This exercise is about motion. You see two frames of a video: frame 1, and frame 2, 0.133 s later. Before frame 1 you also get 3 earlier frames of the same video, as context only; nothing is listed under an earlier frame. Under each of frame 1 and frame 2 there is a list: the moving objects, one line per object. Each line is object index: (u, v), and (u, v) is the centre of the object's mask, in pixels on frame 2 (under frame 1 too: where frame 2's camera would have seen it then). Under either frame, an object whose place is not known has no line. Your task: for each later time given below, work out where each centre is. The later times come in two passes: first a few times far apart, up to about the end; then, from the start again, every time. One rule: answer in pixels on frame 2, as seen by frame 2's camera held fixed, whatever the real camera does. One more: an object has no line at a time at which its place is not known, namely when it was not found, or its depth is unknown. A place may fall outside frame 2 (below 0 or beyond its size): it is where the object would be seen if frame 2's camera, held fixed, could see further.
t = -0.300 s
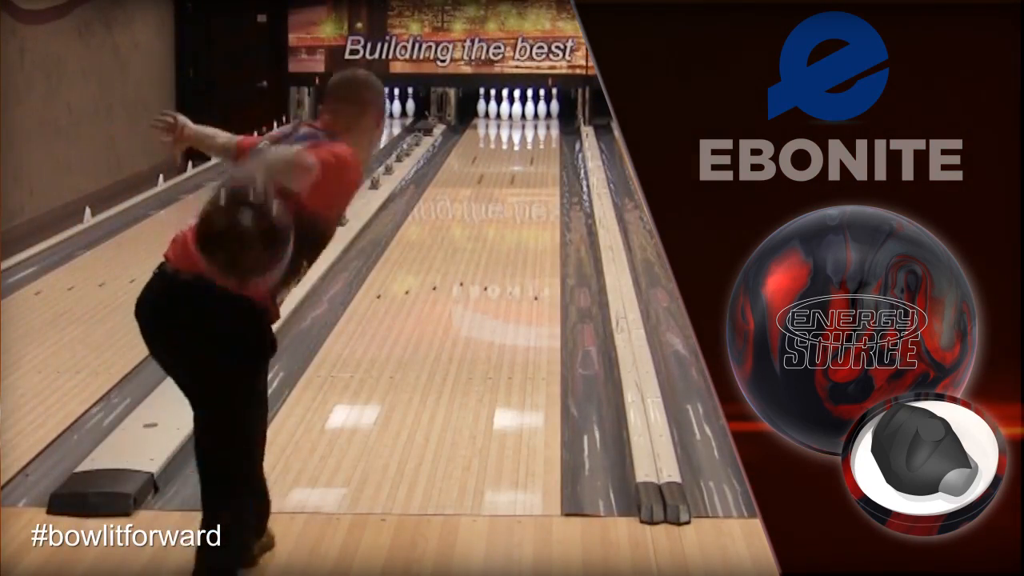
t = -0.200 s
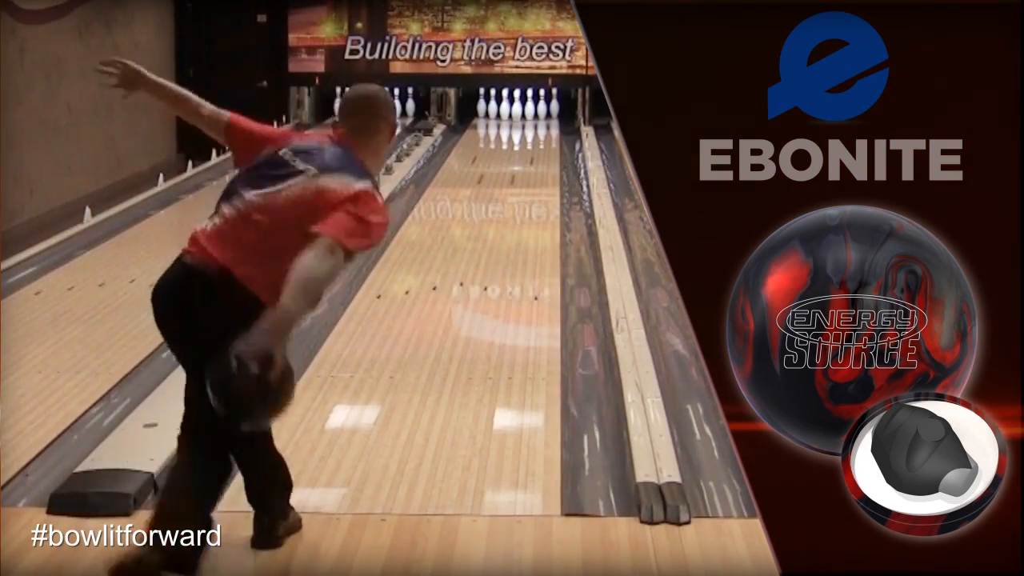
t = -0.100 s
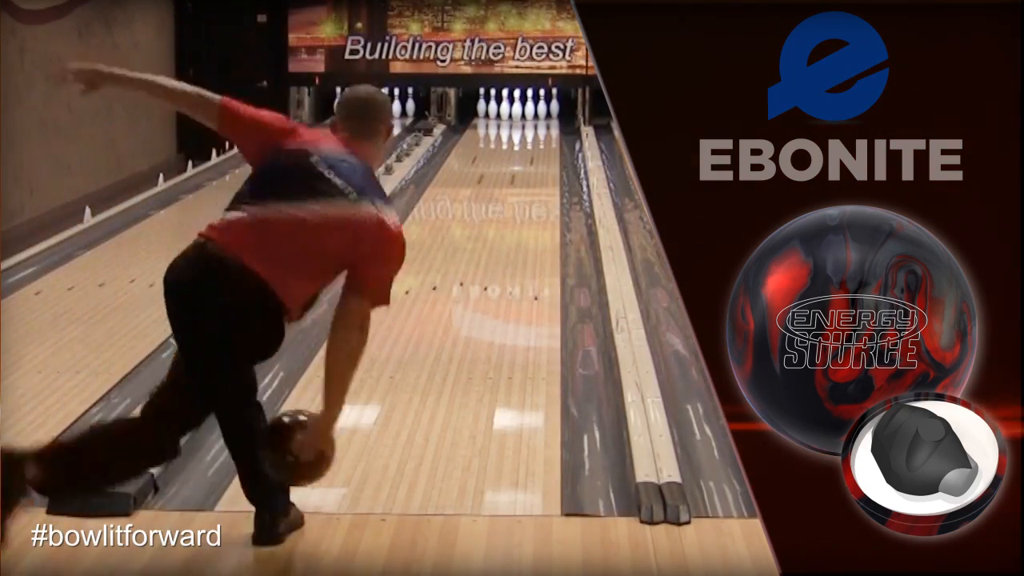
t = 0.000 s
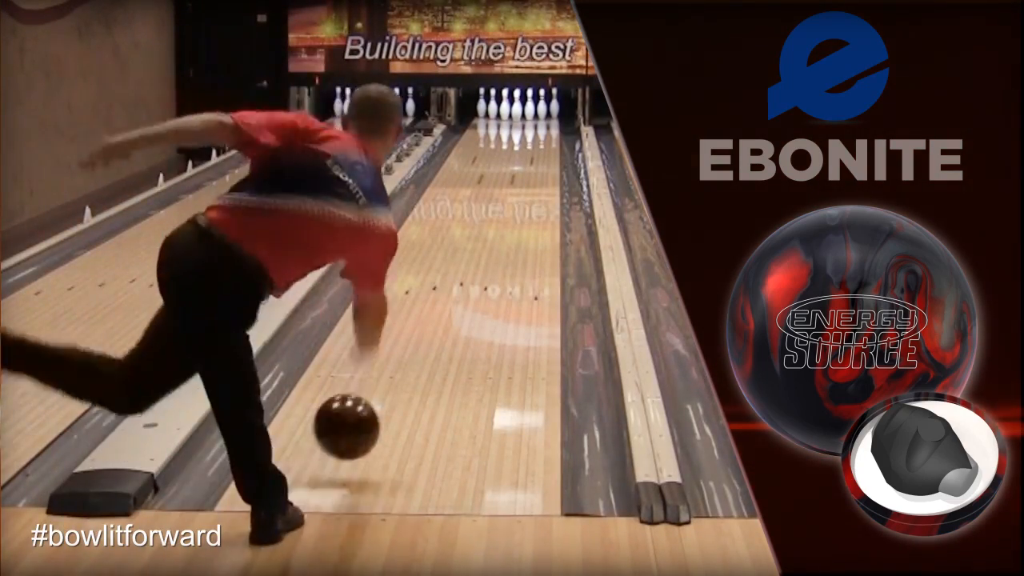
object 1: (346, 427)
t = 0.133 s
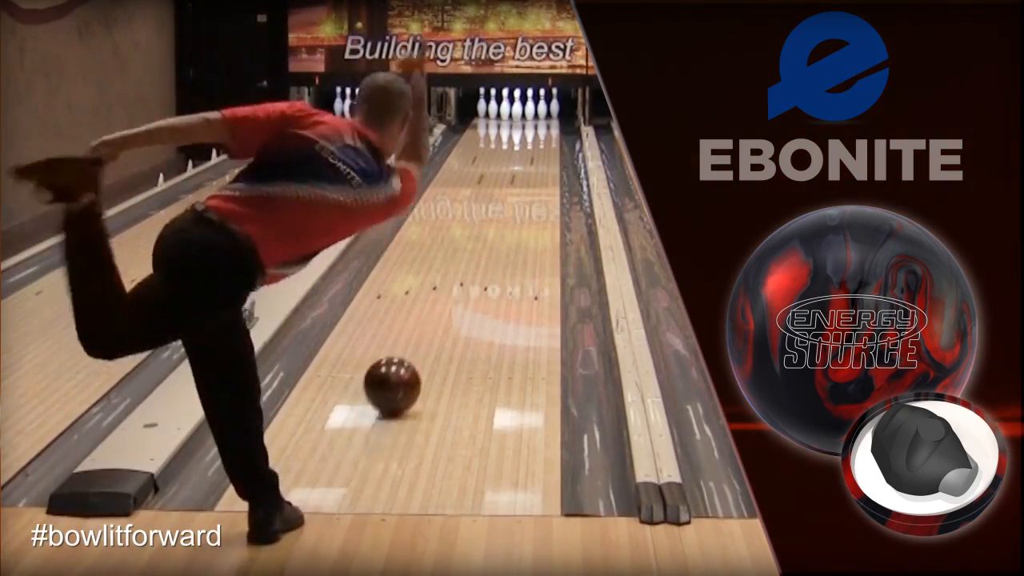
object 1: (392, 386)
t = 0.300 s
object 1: (433, 328)
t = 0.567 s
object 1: (478, 264)
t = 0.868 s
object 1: (510, 216)
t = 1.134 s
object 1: (529, 186)
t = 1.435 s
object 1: (542, 161)
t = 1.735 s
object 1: (547, 142)
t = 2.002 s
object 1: (540, 130)
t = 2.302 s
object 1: (529, 119)
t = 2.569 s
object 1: (523, 112)
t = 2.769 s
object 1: (522, 109)
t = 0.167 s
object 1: (401, 374)
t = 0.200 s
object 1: (411, 361)
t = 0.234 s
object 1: (419, 349)
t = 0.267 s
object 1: (426, 339)
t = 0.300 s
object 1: (433, 328)
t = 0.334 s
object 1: (440, 318)
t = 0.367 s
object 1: (446, 309)
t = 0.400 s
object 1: (452, 301)
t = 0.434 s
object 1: (458, 292)
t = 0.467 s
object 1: (464, 285)
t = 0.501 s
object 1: (469, 278)
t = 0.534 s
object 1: (474, 271)
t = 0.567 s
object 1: (478, 264)
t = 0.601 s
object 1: (482, 257)
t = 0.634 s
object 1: (486, 251)
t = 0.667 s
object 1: (490, 245)
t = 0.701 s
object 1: (494, 240)
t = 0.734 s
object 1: (498, 235)
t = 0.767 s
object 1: (501, 229)
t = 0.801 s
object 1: (504, 224)
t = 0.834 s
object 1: (507, 220)
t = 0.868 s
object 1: (510, 216)
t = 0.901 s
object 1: (513, 211)
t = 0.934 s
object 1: (516, 207)
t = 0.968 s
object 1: (518, 203)
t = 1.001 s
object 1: (520, 200)
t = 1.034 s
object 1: (523, 196)
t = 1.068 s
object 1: (525, 192)
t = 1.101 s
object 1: (527, 189)
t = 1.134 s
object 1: (529, 186)
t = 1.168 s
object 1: (531, 183)
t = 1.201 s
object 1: (532, 180)
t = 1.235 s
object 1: (534, 176)
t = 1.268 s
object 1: (536, 173)
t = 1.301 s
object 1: (537, 171)
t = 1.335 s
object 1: (539, 169)
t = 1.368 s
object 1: (539, 166)
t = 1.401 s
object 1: (541, 163)
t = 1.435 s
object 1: (542, 161)
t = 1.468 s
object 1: (543, 159)
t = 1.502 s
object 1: (544, 156)
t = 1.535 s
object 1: (545, 154)
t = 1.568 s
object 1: (546, 152)
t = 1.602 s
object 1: (546, 150)
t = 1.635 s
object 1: (547, 148)
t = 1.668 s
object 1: (547, 146)
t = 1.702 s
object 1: (547, 144)
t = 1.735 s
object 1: (547, 142)
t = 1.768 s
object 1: (547, 140)
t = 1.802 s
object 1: (546, 139)
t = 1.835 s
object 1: (545, 137)
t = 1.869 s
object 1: (545, 135)
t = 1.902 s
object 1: (544, 134)
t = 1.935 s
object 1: (543, 132)
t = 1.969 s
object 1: (542, 131)
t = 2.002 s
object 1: (540, 130)
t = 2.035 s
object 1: (539, 129)
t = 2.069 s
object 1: (538, 127)
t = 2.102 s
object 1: (537, 126)
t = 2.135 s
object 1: (535, 125)
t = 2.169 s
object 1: (534, 124)
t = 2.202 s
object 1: (532, 122)
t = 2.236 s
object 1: (531, 121)
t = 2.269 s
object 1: (530, 120)
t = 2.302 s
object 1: (529, 119)
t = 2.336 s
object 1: (528, 118)
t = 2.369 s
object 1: (527, 117)
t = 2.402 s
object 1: (524, 116)
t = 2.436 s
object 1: (523, 114)
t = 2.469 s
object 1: (523, 114)
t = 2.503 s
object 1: (524, 113)
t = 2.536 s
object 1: (523, 113)
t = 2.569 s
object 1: (523, 112)
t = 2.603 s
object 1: (523, 112)
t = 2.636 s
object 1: (523, 112)
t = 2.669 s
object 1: (523, 111)
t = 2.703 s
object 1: (523, 110)
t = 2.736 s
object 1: (523, 109)
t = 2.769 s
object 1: (522, 109)
